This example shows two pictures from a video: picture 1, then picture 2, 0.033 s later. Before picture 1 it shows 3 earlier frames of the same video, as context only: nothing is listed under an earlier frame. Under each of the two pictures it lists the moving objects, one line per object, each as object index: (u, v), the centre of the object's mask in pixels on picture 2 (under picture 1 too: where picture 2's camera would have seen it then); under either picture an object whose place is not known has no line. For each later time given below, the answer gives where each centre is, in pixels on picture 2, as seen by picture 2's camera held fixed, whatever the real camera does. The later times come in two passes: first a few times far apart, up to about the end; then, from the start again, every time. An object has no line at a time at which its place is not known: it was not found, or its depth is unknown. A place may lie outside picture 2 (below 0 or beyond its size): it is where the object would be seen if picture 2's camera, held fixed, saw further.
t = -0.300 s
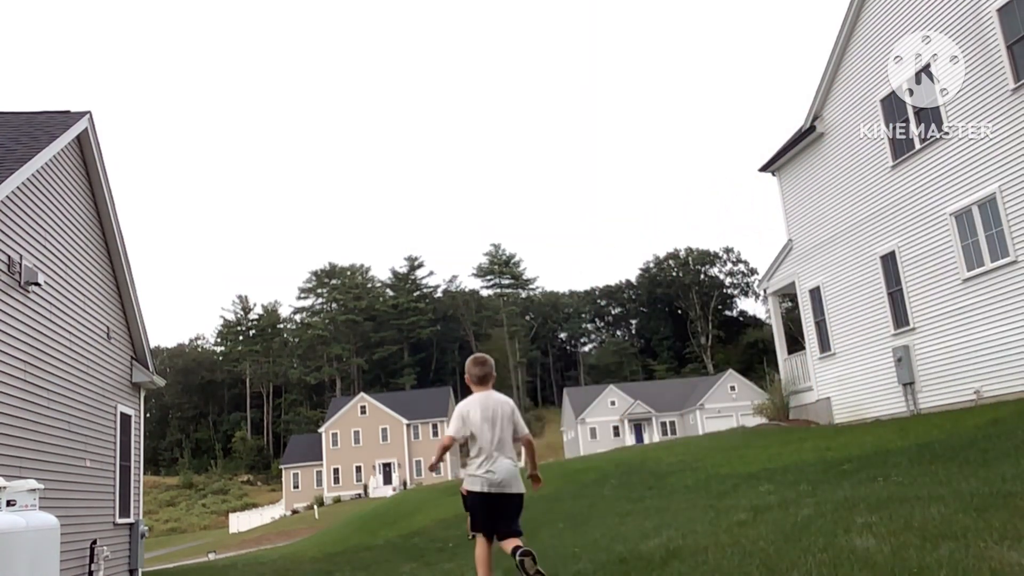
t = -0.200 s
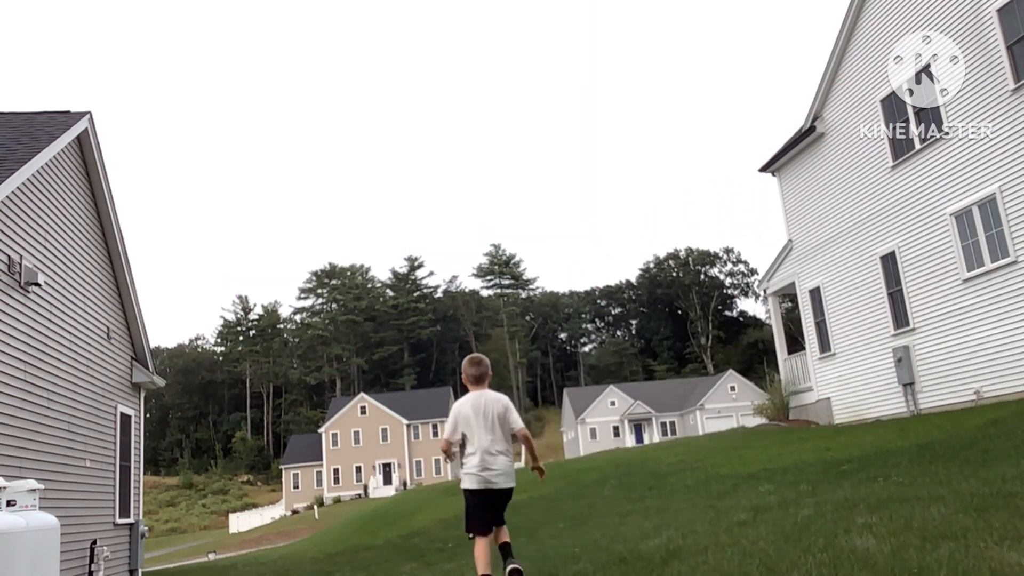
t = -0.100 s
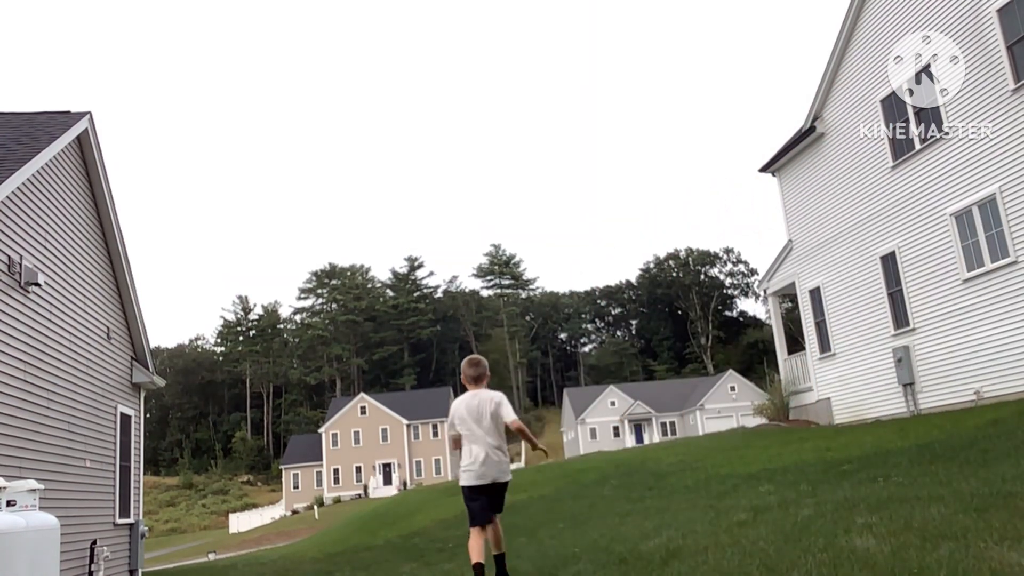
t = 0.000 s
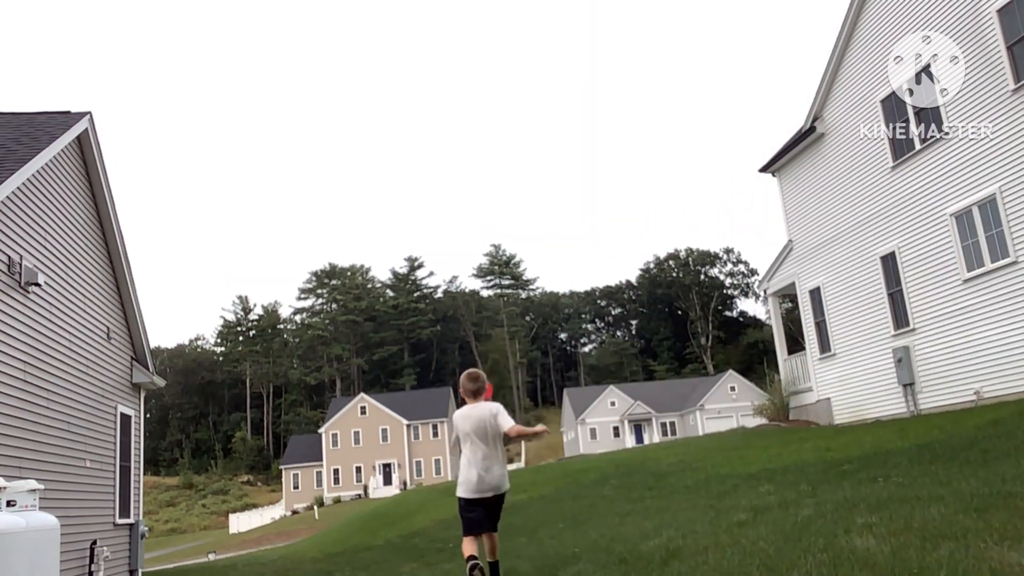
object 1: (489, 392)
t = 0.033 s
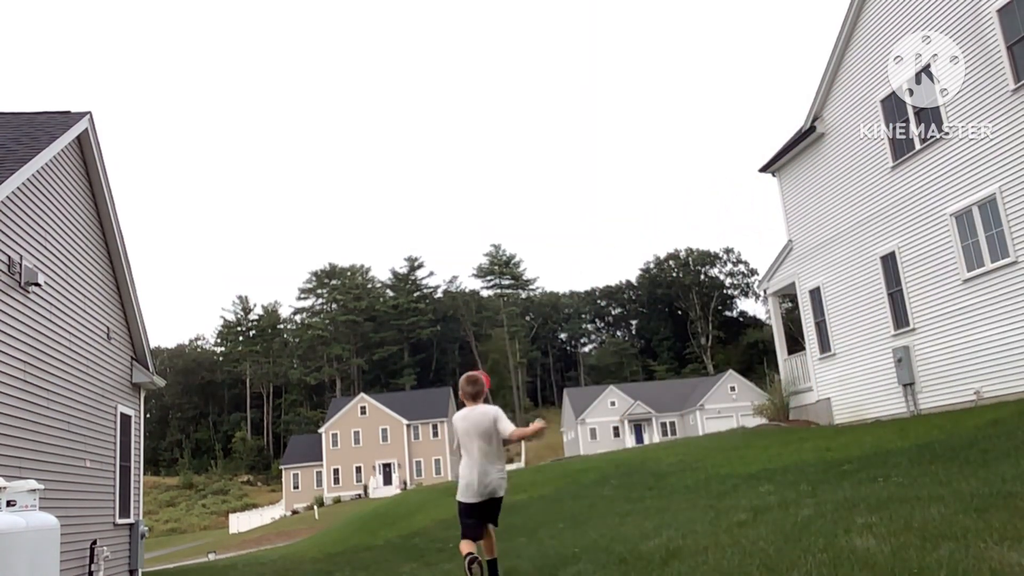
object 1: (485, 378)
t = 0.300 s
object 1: (472, 332)
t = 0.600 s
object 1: (480, 318)
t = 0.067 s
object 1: (479, 370)
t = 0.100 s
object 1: (478, 364)
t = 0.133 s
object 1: (476, 357)
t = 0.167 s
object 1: (475, 351)
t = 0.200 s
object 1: (474, 345)
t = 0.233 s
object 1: (473, 340)
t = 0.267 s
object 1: (472, 335)
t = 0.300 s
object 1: (472, 332)
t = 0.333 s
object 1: (472, 328)
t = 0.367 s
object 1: (472, 325)
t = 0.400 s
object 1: (472, 322)
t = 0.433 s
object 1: (473, 320)
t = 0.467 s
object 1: (474, 318)
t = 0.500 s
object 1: (475, 317)
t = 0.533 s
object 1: (477, 317)
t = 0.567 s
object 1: (478, 317)
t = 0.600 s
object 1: (480, 318)
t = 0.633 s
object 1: (482, 319)
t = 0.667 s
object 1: (484, 321)
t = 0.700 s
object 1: (487, 324)
